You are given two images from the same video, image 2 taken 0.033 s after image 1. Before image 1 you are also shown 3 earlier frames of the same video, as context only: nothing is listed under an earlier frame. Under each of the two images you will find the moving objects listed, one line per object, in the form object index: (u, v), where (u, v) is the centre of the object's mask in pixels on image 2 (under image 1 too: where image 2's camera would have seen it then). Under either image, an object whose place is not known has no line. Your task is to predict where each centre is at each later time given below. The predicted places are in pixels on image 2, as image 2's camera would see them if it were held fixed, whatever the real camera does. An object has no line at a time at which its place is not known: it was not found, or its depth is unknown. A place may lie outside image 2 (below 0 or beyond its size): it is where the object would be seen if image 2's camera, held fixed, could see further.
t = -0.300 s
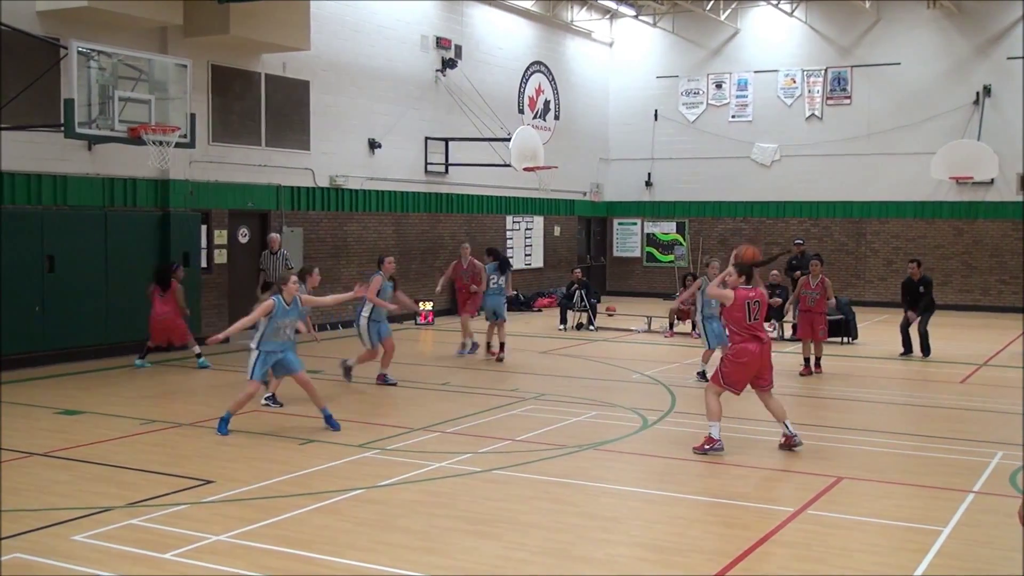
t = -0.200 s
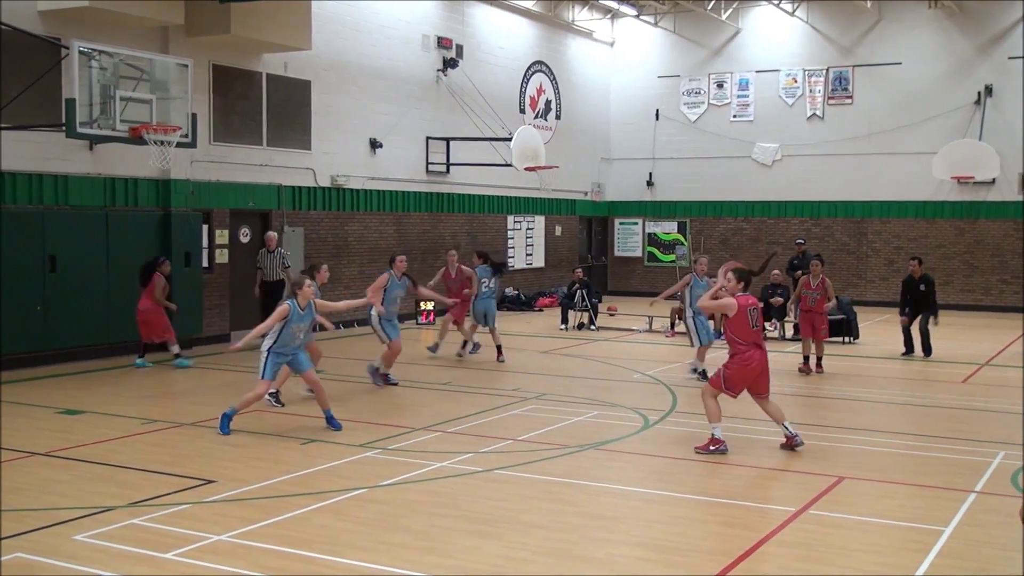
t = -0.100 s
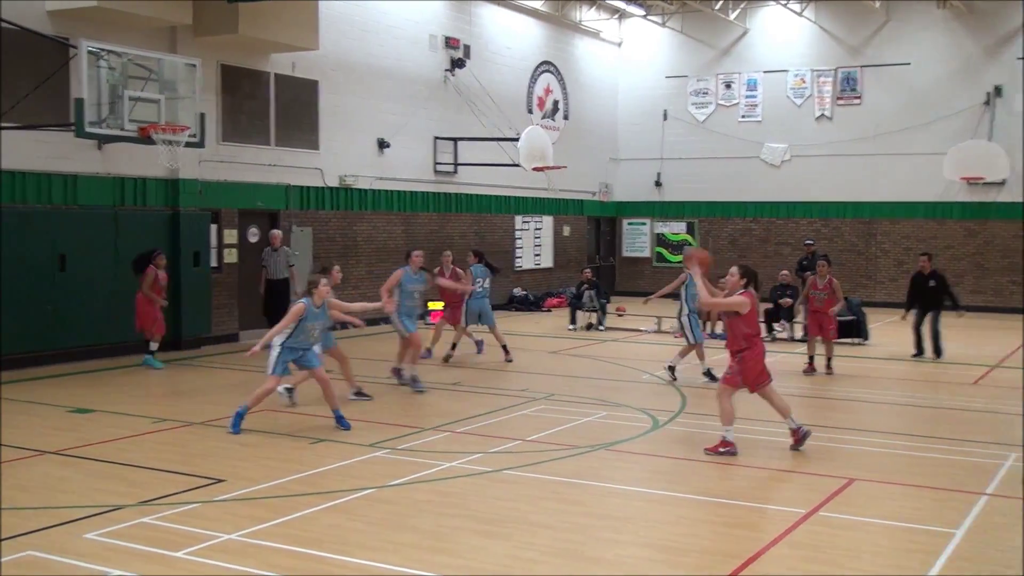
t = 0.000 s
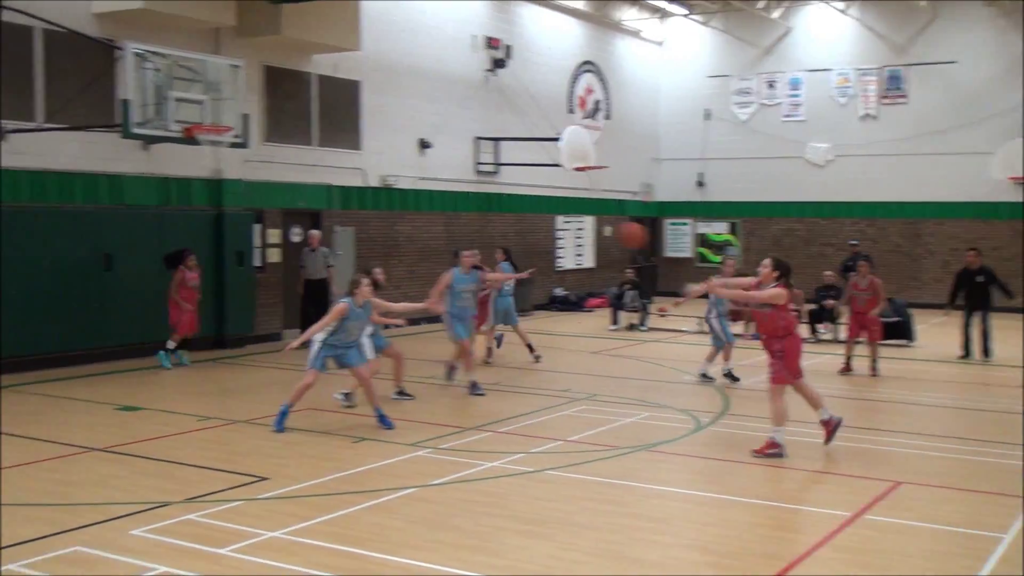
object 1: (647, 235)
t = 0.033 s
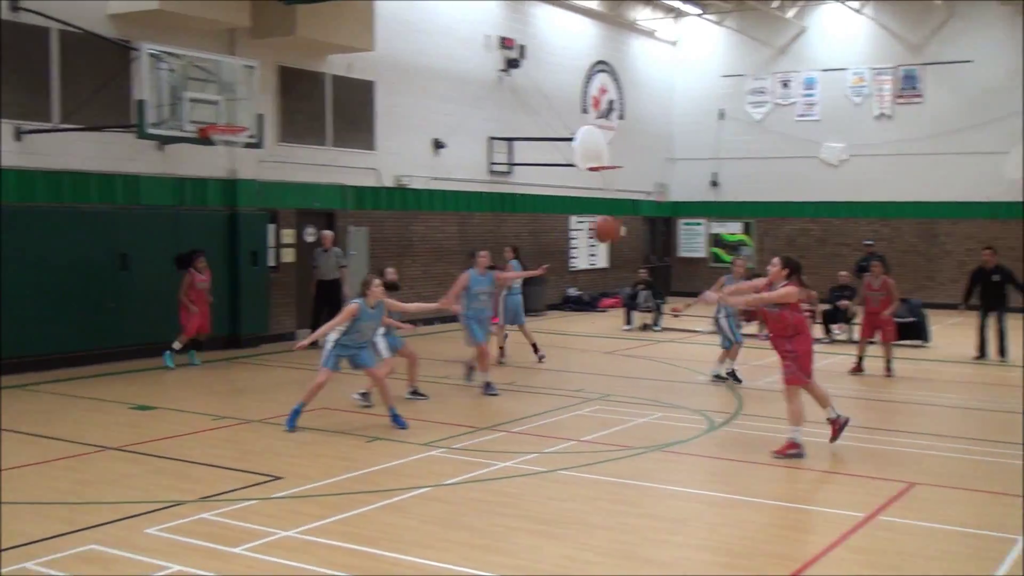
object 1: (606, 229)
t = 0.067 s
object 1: (563, 224)
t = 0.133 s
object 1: (483, 219)
